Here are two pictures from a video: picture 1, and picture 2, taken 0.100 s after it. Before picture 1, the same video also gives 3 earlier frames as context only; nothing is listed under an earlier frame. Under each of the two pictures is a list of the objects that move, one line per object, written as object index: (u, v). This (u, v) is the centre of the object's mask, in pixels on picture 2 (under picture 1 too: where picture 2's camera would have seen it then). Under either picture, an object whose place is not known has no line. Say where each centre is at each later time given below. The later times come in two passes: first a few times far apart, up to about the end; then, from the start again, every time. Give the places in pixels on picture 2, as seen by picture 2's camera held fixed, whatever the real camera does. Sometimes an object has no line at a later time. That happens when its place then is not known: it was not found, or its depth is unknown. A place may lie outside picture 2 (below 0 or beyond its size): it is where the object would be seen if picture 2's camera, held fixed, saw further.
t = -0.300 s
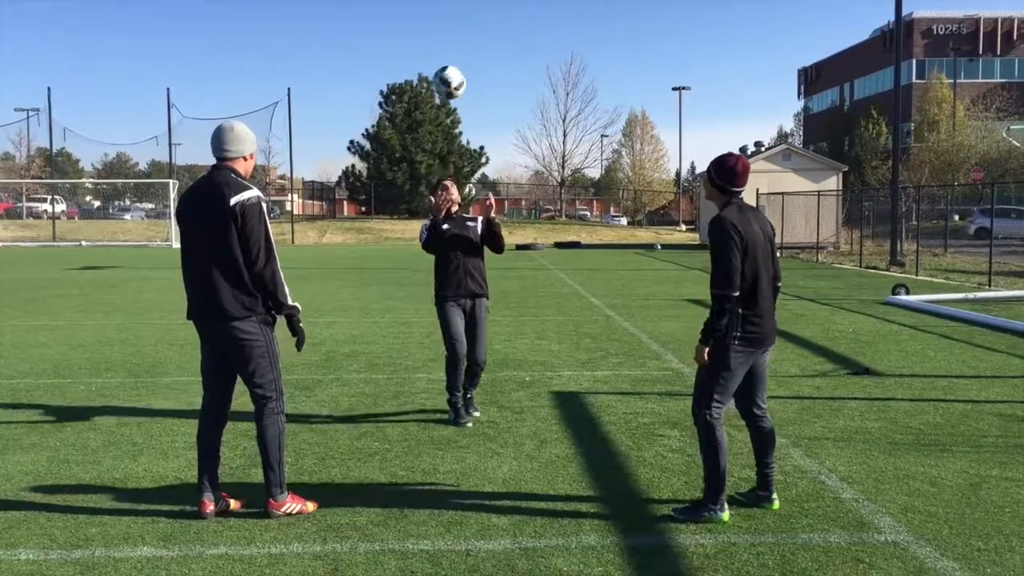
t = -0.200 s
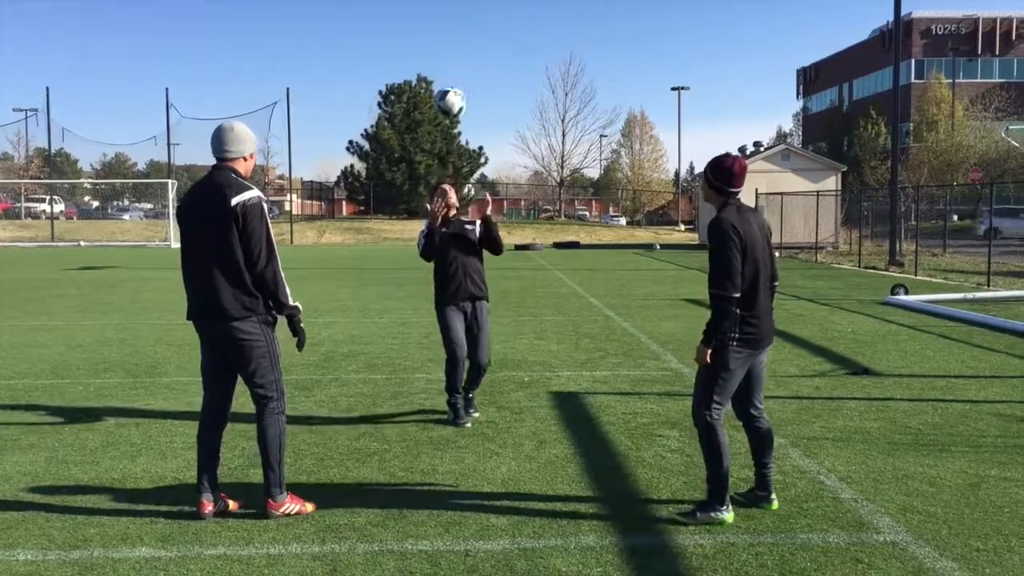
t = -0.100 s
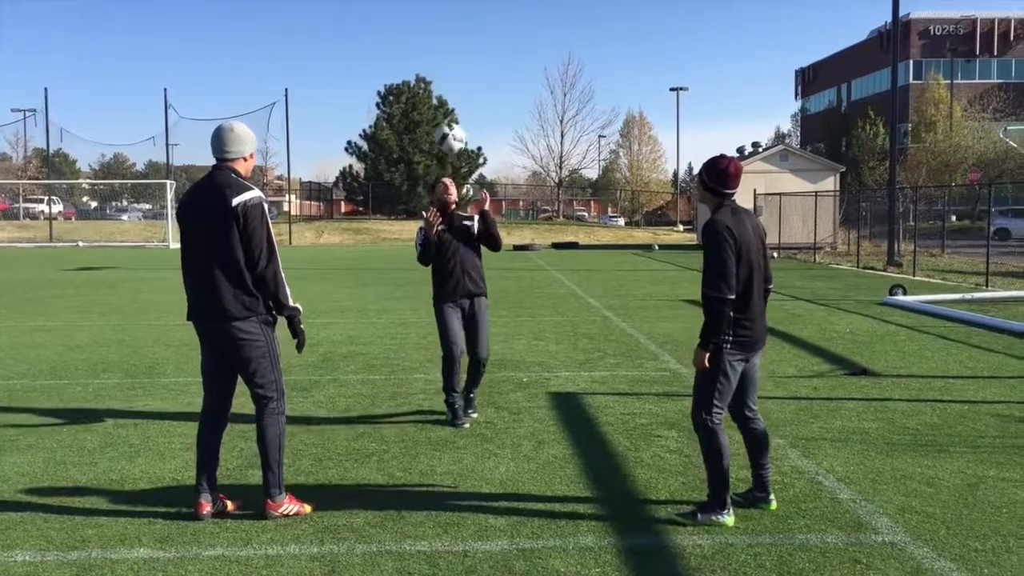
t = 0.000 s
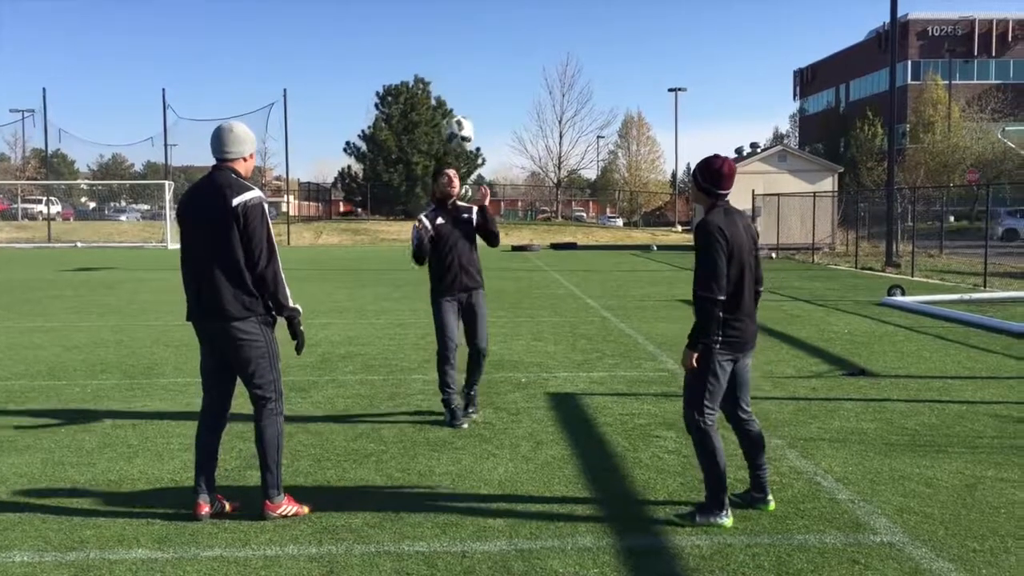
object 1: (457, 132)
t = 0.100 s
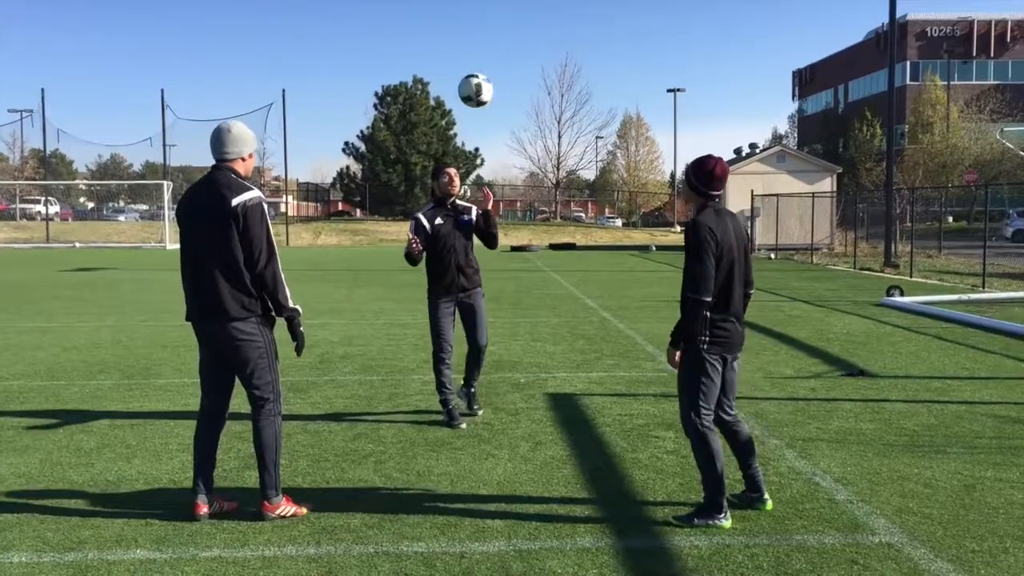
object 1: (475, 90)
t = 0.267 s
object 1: (510, 47)
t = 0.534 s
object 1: (578, 74)
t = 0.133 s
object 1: (482, 78)
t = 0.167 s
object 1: (489, 68)
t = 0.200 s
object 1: (495, 60)
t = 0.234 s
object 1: (502, 52)
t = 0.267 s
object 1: (510, 47)
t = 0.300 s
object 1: (518, 43)
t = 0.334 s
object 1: (525, 41)
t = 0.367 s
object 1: (534, 41)
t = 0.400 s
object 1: (542, 43)
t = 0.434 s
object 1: (550, 47)
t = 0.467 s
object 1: (559, 54)
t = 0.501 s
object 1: (569, 63)
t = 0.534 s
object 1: (578, 74)
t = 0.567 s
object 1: (588, 87)
